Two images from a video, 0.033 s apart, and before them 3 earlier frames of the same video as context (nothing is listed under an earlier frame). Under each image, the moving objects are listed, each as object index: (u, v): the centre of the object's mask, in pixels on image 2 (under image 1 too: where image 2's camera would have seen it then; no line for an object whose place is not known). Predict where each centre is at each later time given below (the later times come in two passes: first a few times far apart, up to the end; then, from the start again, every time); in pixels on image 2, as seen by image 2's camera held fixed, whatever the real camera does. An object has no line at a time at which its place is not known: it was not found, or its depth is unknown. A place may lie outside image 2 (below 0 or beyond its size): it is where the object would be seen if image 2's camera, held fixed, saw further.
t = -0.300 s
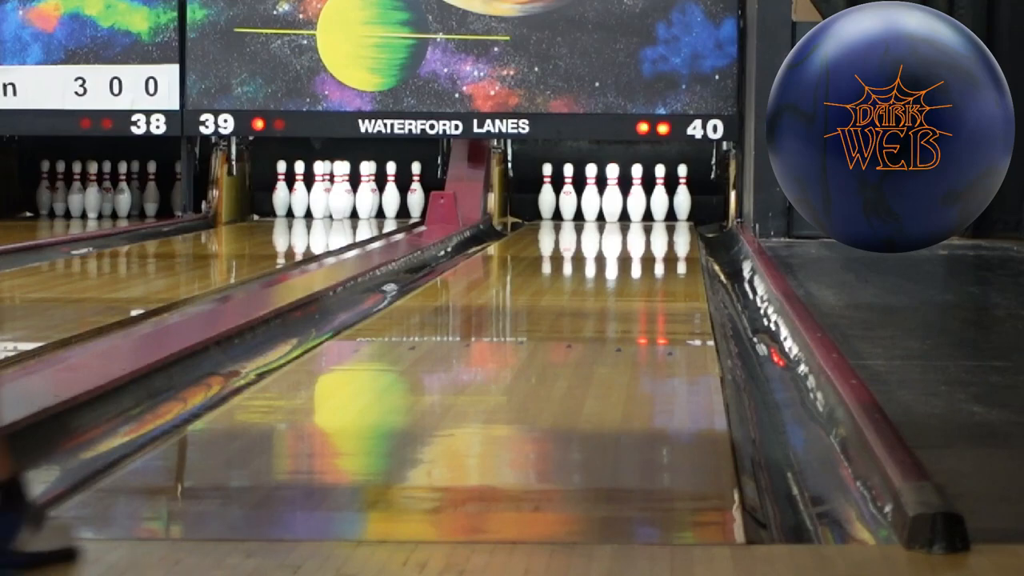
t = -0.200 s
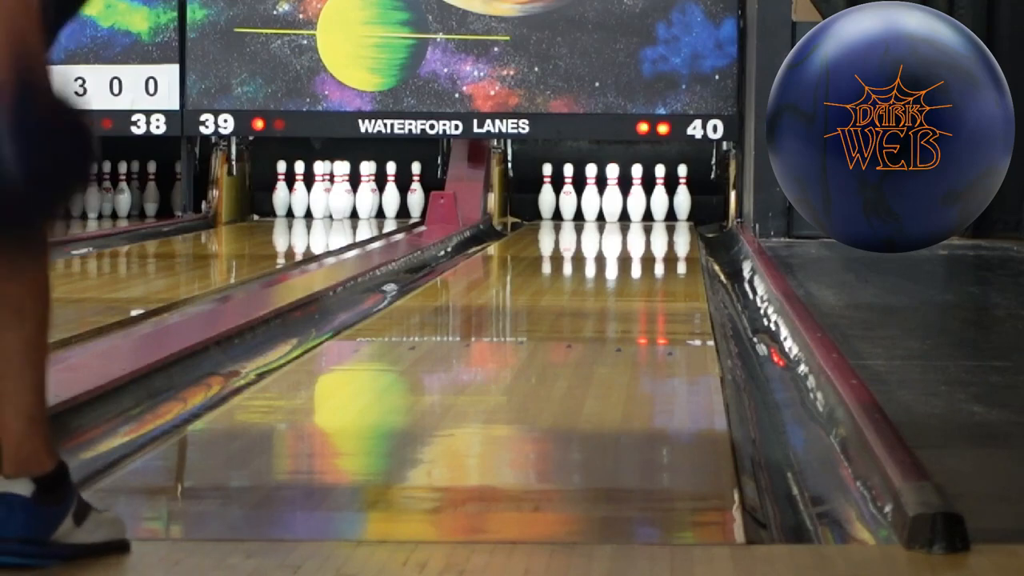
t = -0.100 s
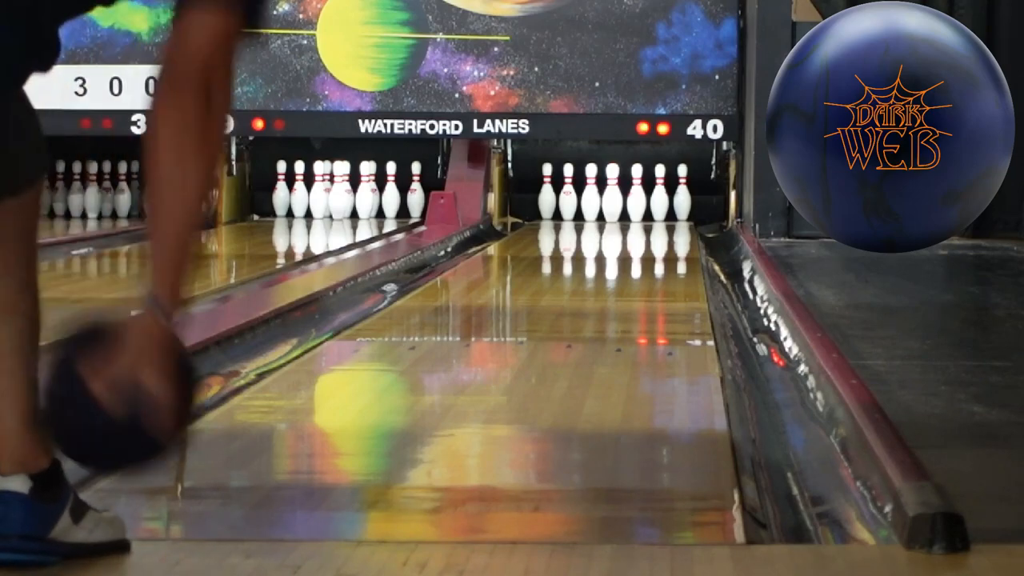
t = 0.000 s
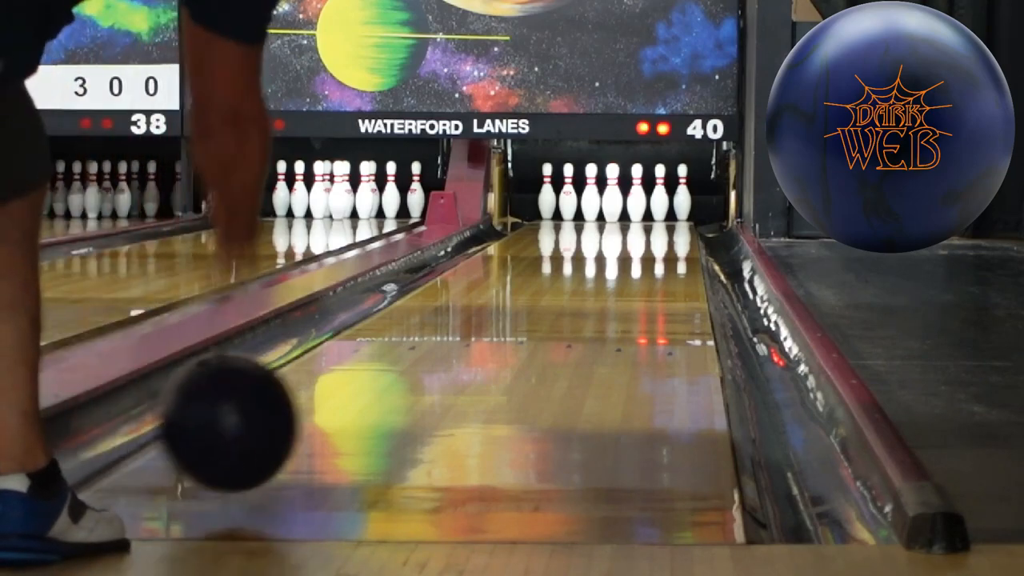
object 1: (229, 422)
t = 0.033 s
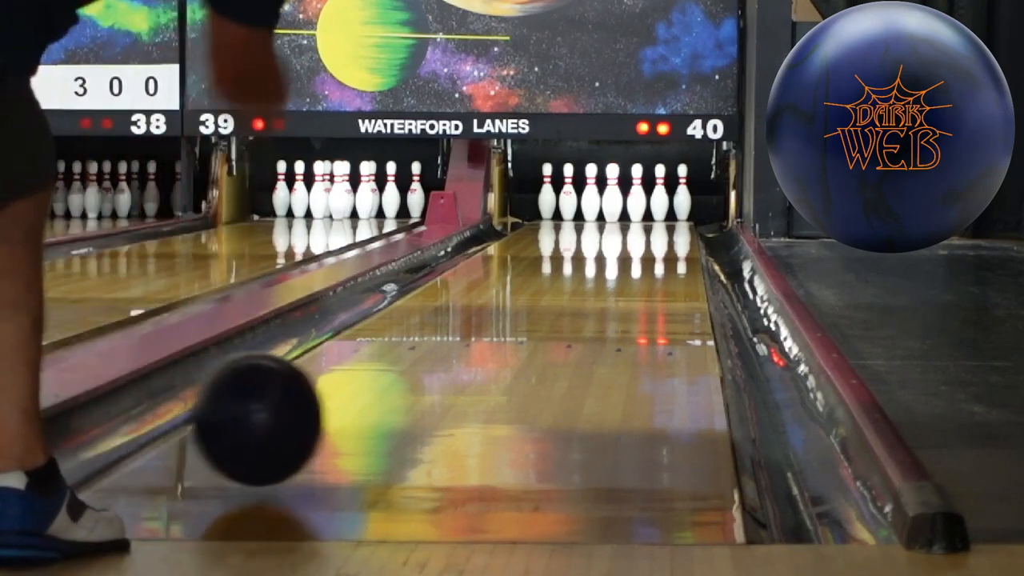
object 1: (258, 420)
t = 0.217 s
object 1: (379, 370)
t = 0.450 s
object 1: (477, 322)
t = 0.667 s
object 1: (537, 295)
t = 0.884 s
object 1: (580, 275)
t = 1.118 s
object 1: (614, 257)
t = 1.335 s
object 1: (637, 244)
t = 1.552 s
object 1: (654, 234)
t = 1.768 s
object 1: (665, 226)
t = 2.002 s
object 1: (662, 219)
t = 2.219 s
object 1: (648, 214)
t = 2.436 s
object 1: (632, 209)
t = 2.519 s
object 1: (626, 207)
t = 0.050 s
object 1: (271, 420)
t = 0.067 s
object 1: (284, 416)
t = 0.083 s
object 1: (296, 408)
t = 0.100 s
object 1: (308, 403)
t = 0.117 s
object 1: (320, 399)
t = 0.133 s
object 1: (330, 394)
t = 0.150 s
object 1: (341, 389)
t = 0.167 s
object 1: (351, 384)
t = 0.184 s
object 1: (361, 379)
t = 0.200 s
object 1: (370, 374)
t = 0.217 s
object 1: (379, 370)
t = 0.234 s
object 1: (388, 366)
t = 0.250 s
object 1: (397, 362)
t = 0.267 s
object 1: (404, 358)
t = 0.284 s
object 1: (412, 354)
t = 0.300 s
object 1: (419, 351)
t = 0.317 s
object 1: (426, 347)
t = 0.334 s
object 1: (433, 344)
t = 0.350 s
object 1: (440, 340)
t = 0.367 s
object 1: (447, 337)
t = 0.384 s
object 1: (454, 334)
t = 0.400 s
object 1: (460, 331)
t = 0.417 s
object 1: (466, 328)
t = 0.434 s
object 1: (471, 325)
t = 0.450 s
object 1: (477, 322)
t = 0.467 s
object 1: (482, 320)
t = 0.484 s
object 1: (488, 317)
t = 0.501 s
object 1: (493, 315)
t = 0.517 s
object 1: (498, 313)
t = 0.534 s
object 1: (503, 311)
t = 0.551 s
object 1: (508, 308)
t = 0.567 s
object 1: (513, 306)
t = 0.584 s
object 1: (517, 304)
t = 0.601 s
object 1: (521, 302)
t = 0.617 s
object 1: (525, 300)
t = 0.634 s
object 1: (529, 298)
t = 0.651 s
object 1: (533, 296)
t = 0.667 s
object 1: (537, 295)
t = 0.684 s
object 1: (541, 293)
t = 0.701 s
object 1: (545, 292)
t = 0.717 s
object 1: (549, 290)
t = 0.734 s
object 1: (552, 289)
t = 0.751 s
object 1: (555, 287)
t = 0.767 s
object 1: (559, 285)
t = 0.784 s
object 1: (562, 284)
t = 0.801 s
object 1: (565, 282)
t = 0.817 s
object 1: (568, 281)
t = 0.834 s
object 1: (571, 279)
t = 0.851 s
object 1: (574, 278)
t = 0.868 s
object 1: (577, 276)
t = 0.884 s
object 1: (580, 275)
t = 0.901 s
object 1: (583, 273)
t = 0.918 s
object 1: (586, 272)
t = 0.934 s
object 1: (588, 270)
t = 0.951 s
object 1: (591, 269)
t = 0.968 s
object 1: (594, 268)
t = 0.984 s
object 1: (596, 266)
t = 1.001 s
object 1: (599, 265)
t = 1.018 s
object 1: (601, 264)
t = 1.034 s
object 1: (603, 263)
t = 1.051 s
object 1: (605, 261)
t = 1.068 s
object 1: (608, 260)
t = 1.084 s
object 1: (610, 259)
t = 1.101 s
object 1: (612, 258)
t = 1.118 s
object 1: (614, 257)
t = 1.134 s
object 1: (616, 256)
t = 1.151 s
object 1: (618, 255)
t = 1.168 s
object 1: (620, 254)
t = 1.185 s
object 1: (622, 252)
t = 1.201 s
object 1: (624, 251)
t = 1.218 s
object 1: (625, 250)
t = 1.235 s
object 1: (627, 249)
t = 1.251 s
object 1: (629, 248)
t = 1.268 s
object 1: (630, 248)
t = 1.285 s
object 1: (632, 247)
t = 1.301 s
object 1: (634, 246)
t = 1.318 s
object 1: (635, 245)
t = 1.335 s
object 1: (637, 244)
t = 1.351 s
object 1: (639, 243)
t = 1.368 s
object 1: (640, 242)
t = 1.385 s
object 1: (642, 242)
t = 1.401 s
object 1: (643, 241)
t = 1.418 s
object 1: (644, 240)
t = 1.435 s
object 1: (646, 239)
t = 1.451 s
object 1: (646, 238)
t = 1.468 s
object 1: (648, 238)
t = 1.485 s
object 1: (649, 237)
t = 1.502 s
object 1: (651, 236)
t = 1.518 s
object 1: (652, 236)
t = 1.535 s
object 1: (653, 235)
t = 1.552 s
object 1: (654, 234)
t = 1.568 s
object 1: (655, 233)
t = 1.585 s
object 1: (657, 233)
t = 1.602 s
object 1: (658, 232)
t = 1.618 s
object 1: (659, 231)
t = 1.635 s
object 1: (660, 231)
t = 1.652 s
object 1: (660, 230)
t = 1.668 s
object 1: (661, 230)
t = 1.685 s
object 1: (662, 229)
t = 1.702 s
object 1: (663, 228)
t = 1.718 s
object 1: (663, 228)
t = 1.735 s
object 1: (664, 227)
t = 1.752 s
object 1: (664, 227)
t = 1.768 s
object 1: (665, 226)
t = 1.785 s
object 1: (665, 225)
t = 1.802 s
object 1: (665, 225)
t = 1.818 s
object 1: (665, 224)
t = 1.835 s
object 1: (665, 224)
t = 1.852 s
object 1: (665, 223)
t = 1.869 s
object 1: (665, 223)
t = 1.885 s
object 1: (665, 222)
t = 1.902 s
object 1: (665, 222)
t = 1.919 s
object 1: (664, 221)
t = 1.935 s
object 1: (664, 221)
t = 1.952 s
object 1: (664, 220)
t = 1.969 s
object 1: (663, 220)
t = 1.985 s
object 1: (663, 219)
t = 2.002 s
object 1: (662, 219)
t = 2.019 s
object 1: (661, 218)
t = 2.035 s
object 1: (661, 218)
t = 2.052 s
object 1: (660, 217)
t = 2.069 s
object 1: (659, 217)
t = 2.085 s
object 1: (658, 217)
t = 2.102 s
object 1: (657, 216)
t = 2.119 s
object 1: (656, 216)
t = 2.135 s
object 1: (655, 215)
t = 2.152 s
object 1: (654, 215)
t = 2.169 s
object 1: (652, 215)
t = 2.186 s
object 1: (651, 214)
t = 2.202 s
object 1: (649, 214)
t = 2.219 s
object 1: (648, 214)
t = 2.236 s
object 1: (646, 213)
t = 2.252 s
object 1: (645, 213)
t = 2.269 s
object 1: (644, 213)
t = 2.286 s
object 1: (642, 212)
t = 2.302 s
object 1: (641, 212)
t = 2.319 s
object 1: (640, 211)
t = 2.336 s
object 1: (639, 211)
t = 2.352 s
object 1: (638, 211)
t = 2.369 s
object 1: (637, 210)
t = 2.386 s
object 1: (636, 210)
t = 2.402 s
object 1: (635, 210)
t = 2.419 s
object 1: (633, 209)
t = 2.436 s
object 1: (632, 209)
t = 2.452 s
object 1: (631, 208)
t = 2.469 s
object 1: (630, 208)
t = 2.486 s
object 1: (628, 207)
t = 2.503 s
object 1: (627, 207)
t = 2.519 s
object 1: (626, 207)
